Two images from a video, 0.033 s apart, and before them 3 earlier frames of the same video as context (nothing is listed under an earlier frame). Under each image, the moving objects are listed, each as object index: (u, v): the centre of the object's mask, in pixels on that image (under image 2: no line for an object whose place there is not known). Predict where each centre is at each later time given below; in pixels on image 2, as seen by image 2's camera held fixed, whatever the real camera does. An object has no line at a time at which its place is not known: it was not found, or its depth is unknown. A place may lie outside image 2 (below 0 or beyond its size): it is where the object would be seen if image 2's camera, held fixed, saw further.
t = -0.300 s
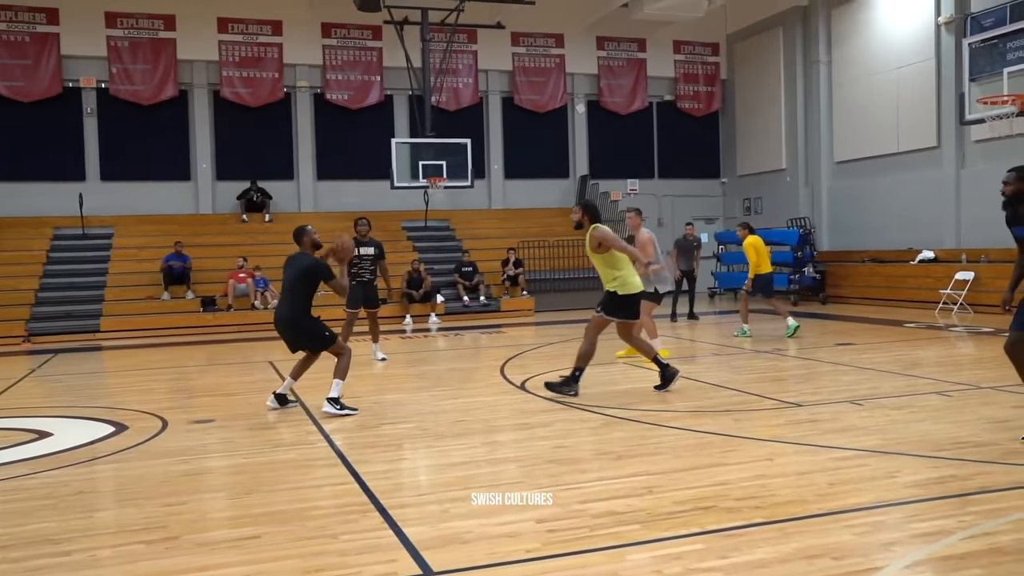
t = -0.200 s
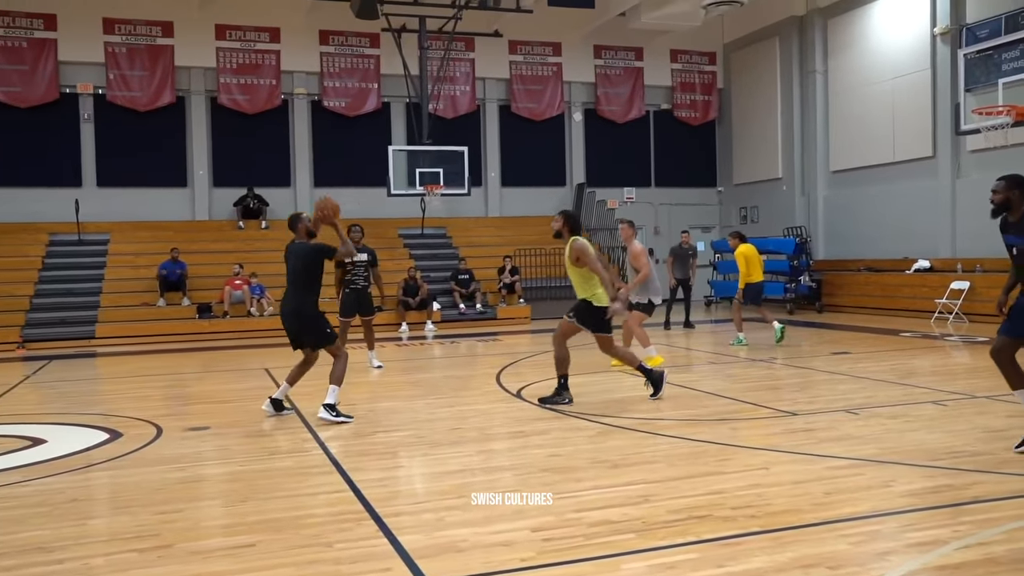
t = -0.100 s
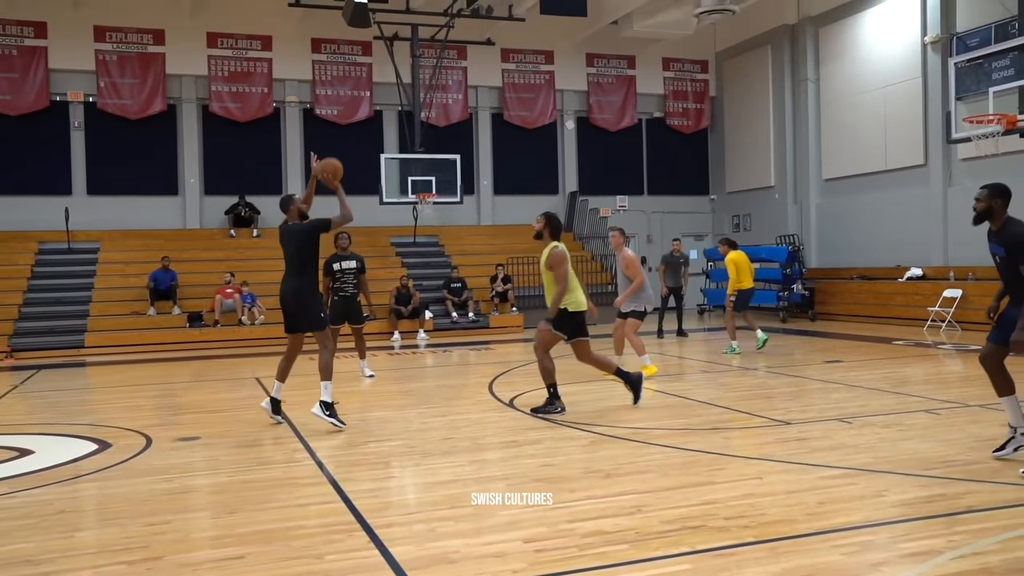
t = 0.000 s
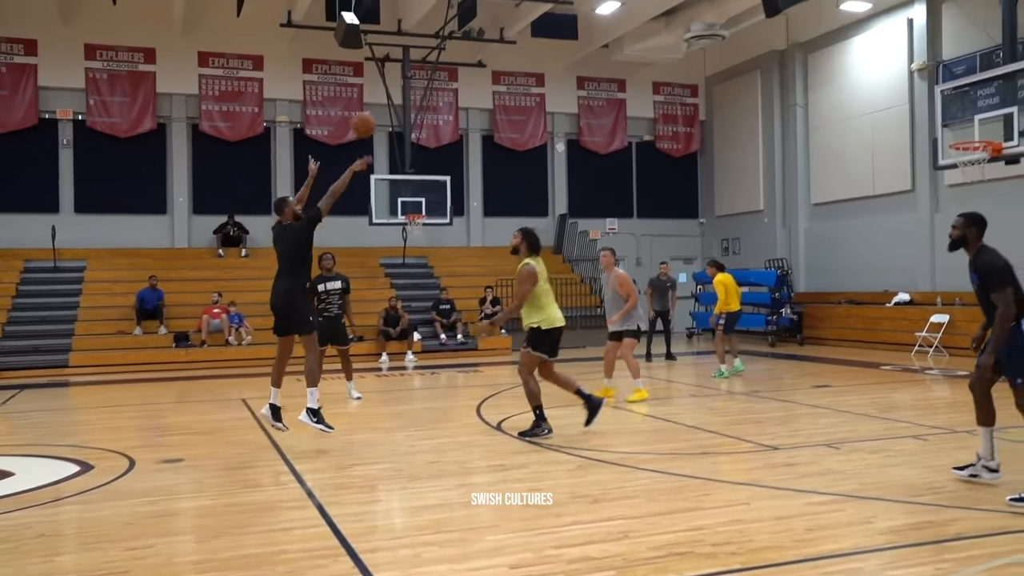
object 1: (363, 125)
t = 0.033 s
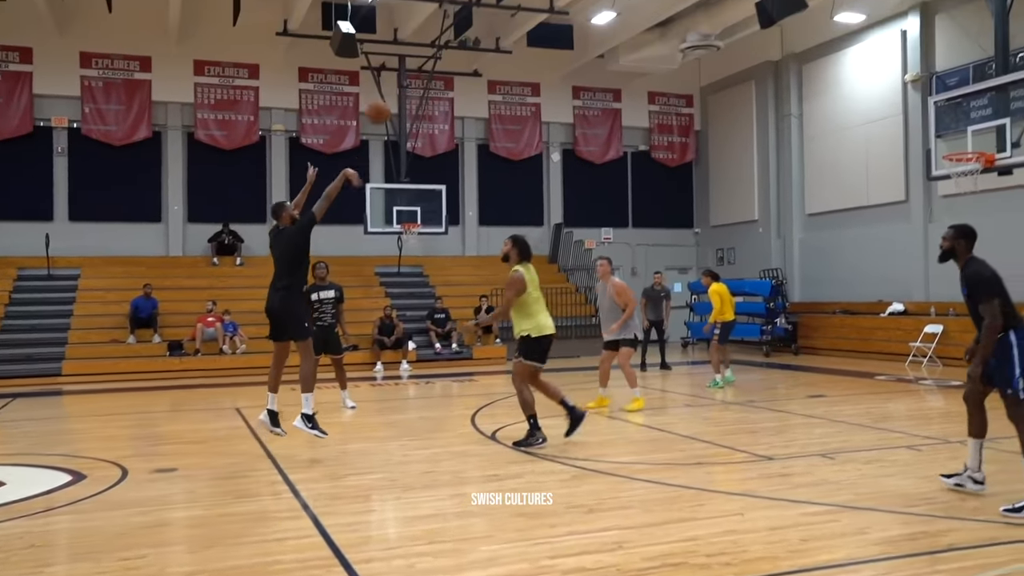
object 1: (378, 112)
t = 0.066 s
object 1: (397, 92)
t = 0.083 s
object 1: (406, 82)
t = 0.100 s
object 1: (415, 74)
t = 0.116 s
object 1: (423, 66)
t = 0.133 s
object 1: (433, 56)
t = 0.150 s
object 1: (443, 48)
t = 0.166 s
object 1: (451, 40)
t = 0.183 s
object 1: (460, 32)
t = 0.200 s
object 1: (468, 26)
